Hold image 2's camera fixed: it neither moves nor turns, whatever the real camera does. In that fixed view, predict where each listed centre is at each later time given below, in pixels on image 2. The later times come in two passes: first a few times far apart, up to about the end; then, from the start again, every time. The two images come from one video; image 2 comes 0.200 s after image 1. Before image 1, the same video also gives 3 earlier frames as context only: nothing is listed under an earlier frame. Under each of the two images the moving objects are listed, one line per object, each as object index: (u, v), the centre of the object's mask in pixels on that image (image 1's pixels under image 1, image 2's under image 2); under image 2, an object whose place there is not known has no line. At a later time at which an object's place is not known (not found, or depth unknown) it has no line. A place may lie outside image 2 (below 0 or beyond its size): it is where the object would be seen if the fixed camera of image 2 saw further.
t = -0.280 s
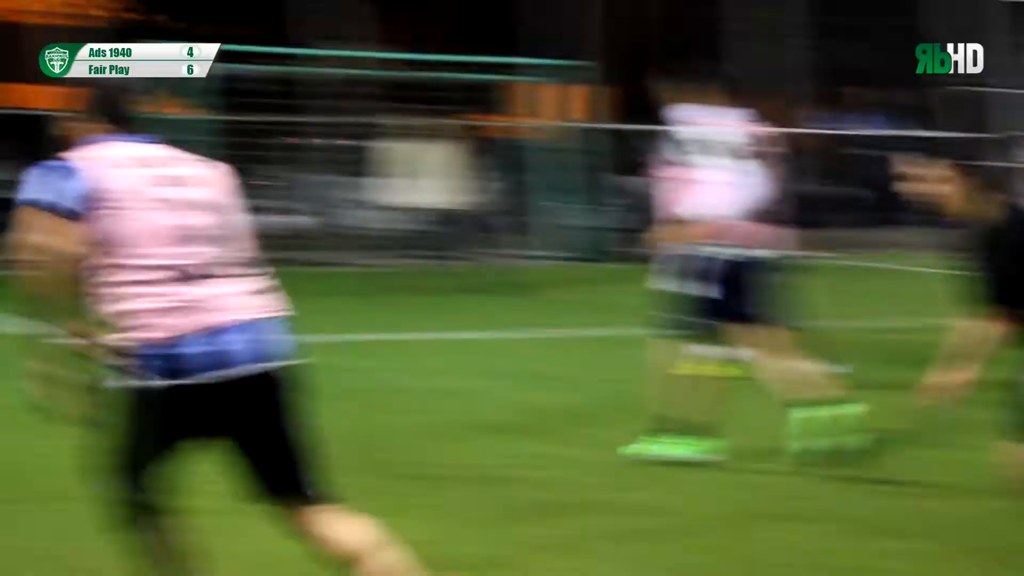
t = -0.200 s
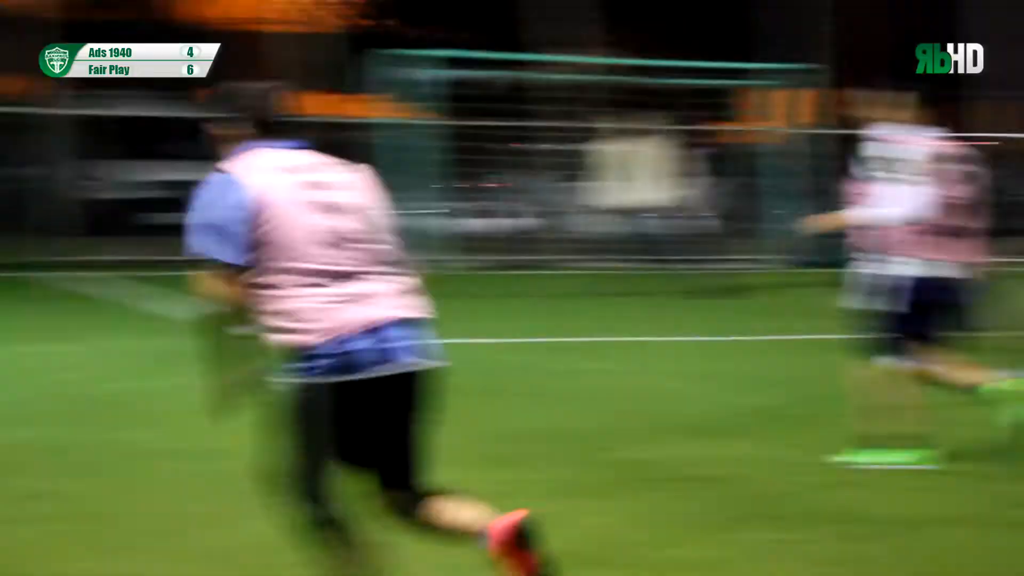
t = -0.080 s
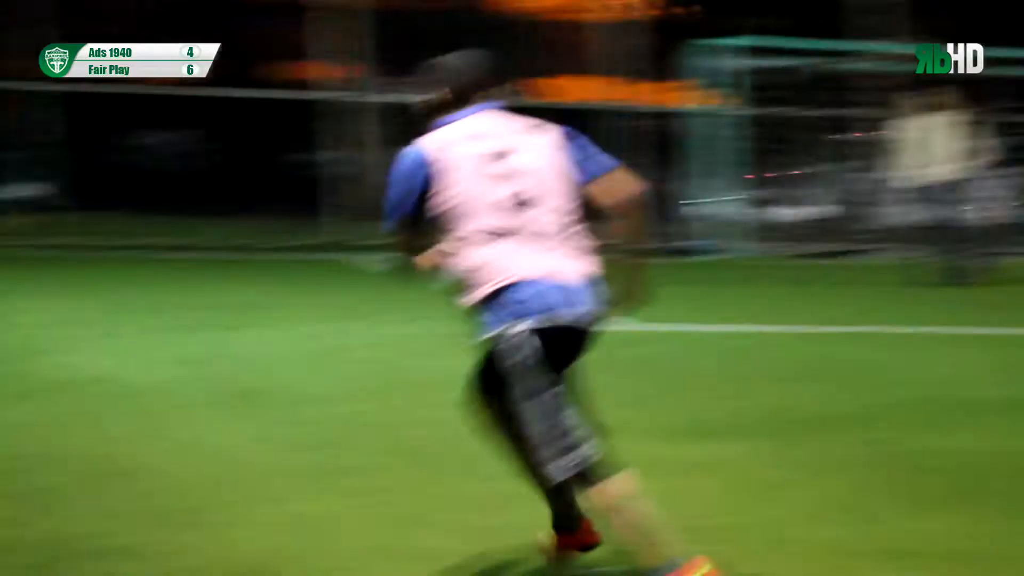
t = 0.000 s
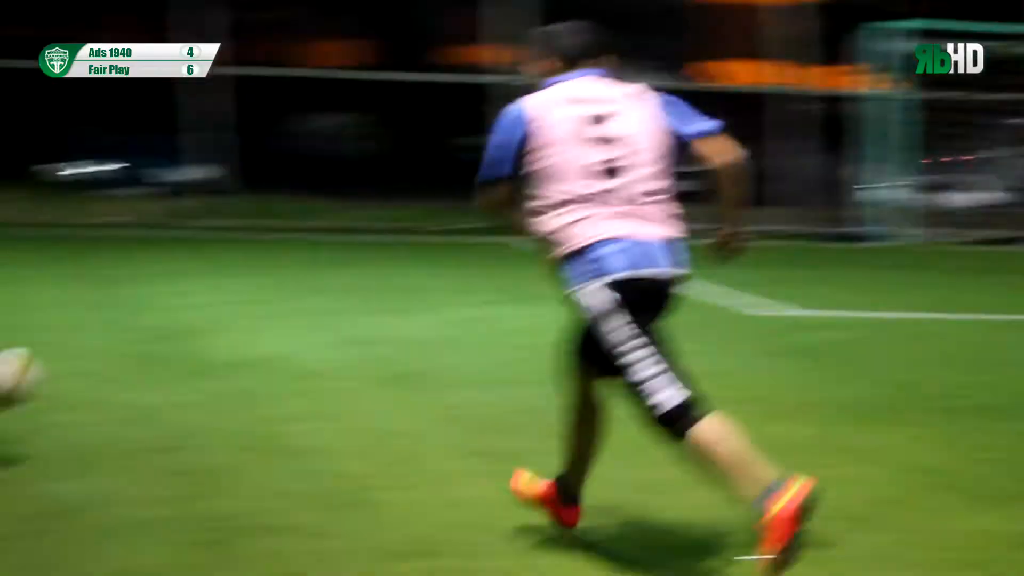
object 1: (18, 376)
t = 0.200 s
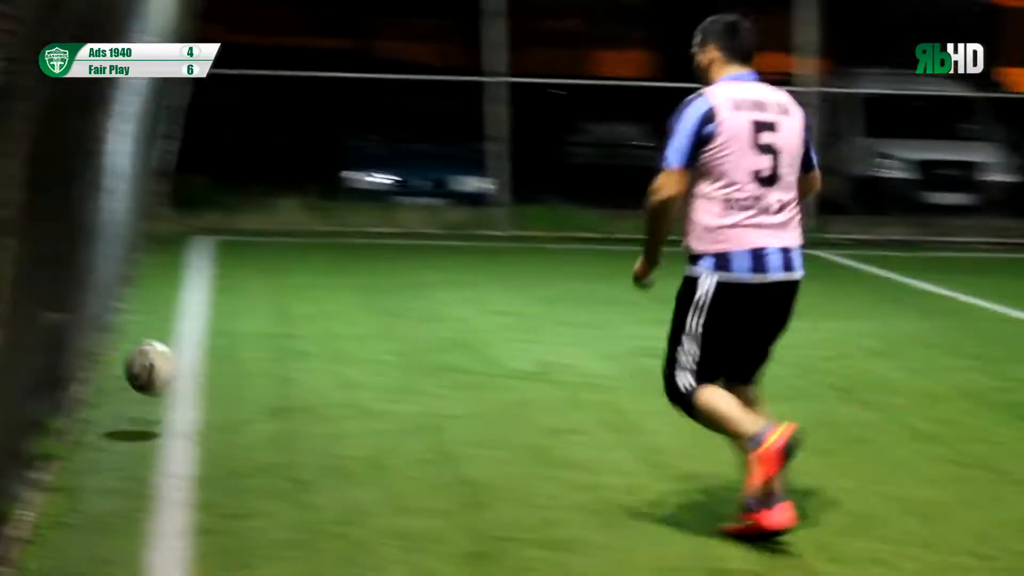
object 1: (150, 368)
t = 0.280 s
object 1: (103, 388)
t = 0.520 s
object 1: (207, 379)
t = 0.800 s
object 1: (278, 374)
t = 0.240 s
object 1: (128, 375)
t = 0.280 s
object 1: (103, 388)
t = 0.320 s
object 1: (117, 386)
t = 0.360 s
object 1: (141, 382)
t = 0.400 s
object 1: (156, 383)
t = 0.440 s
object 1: (181, 387)
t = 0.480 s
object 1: (195, 381)
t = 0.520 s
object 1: (207, 379)
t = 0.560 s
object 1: (217, 381)
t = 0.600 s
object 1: (228, 380)
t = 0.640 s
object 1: (238, 377)
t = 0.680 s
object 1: (249, 376)
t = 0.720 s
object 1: (259, 377)
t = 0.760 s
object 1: (269, 374)
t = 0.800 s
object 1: (278, 374)
